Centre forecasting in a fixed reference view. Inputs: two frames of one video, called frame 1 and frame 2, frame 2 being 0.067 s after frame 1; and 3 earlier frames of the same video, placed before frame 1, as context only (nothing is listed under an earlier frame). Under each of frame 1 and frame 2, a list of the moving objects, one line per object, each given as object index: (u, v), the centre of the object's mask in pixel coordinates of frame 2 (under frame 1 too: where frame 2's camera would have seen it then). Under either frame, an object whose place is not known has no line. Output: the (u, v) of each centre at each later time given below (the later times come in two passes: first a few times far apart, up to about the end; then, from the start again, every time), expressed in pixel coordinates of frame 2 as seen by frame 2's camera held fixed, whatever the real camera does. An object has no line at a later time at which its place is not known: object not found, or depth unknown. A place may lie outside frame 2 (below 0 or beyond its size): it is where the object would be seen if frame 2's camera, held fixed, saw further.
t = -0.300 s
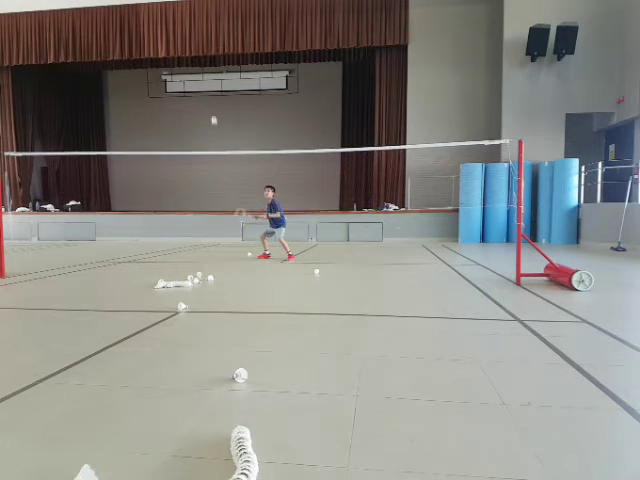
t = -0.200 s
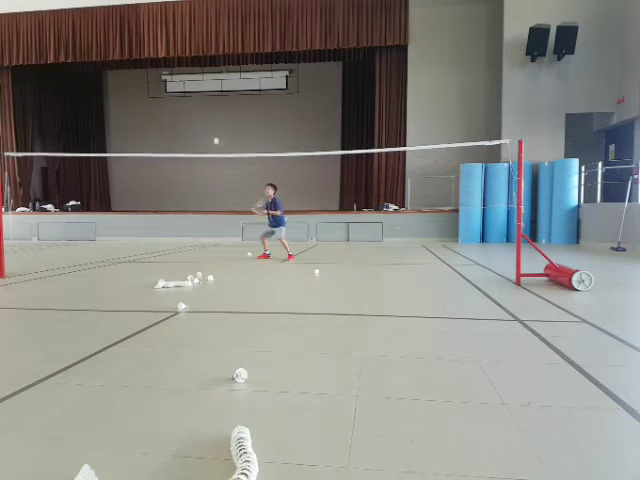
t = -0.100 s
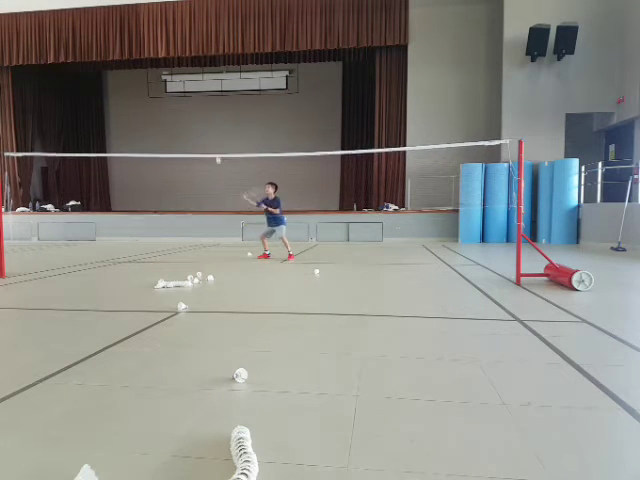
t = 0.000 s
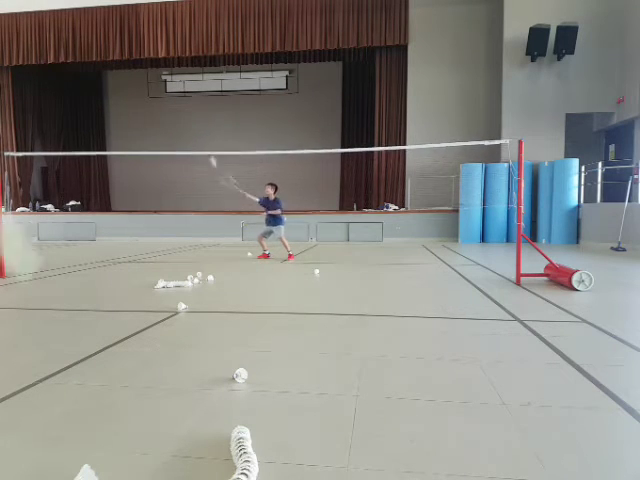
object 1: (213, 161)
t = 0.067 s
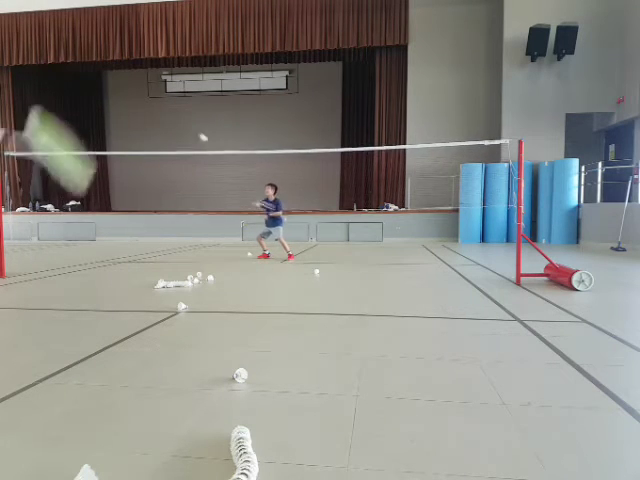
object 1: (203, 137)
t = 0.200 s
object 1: (172, 105)
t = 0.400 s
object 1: (113, 79)
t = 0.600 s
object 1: (23, 110)
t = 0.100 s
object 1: (194, 130)
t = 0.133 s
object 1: (187, 122)
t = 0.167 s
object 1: (180, 114)
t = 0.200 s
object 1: (172, 105)
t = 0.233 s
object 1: (164, 99)
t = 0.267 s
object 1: (155, 93)
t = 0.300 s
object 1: (145, 87)
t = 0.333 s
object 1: (136, 83)
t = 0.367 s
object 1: (125, 80)
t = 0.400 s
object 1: (113, 79)
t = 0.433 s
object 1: (101, 78)
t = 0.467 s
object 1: (88, 80)
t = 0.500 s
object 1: (74, 84)
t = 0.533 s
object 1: (58, 90)
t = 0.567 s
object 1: (41, 98)
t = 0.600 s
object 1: (23, 110)
